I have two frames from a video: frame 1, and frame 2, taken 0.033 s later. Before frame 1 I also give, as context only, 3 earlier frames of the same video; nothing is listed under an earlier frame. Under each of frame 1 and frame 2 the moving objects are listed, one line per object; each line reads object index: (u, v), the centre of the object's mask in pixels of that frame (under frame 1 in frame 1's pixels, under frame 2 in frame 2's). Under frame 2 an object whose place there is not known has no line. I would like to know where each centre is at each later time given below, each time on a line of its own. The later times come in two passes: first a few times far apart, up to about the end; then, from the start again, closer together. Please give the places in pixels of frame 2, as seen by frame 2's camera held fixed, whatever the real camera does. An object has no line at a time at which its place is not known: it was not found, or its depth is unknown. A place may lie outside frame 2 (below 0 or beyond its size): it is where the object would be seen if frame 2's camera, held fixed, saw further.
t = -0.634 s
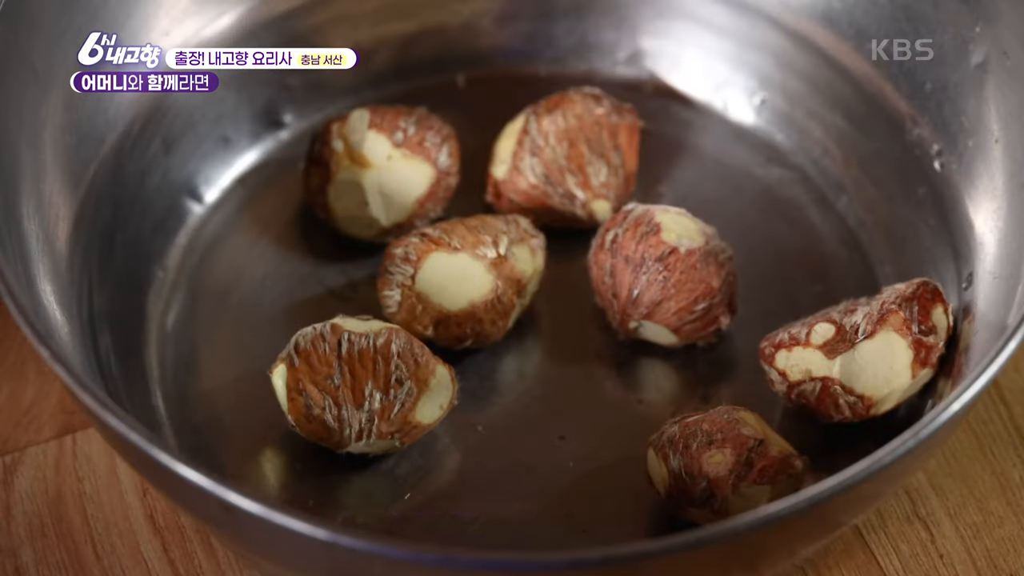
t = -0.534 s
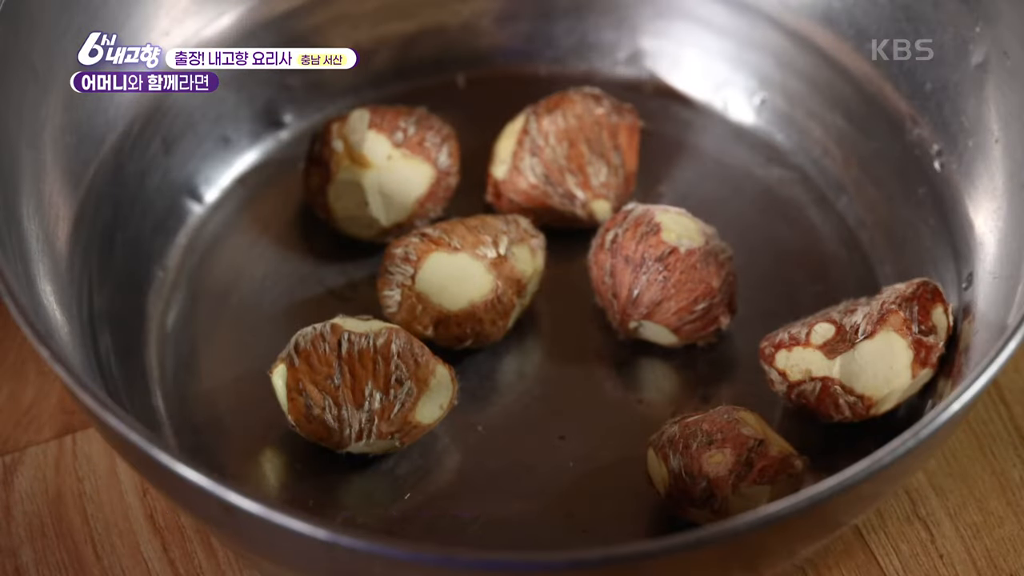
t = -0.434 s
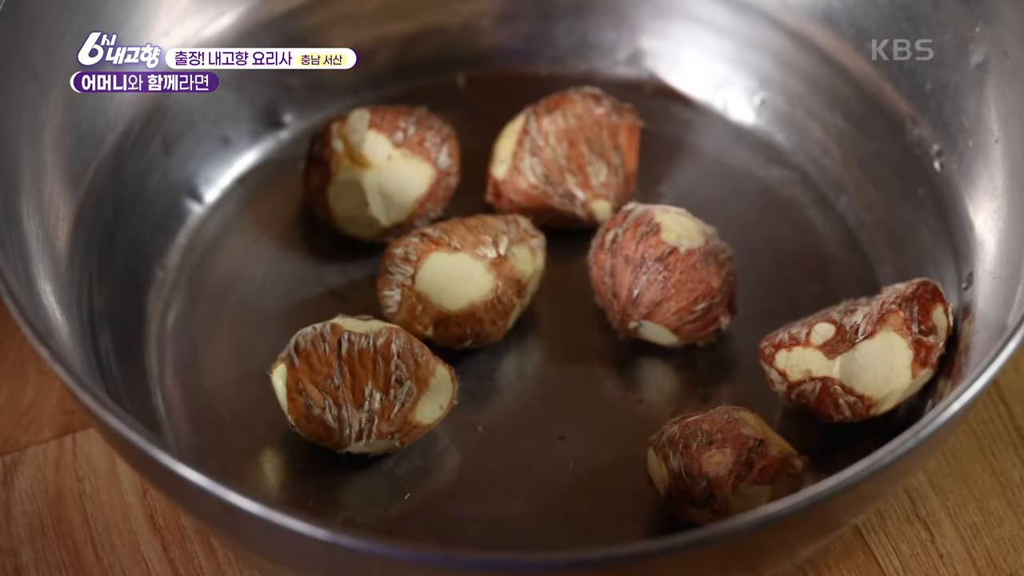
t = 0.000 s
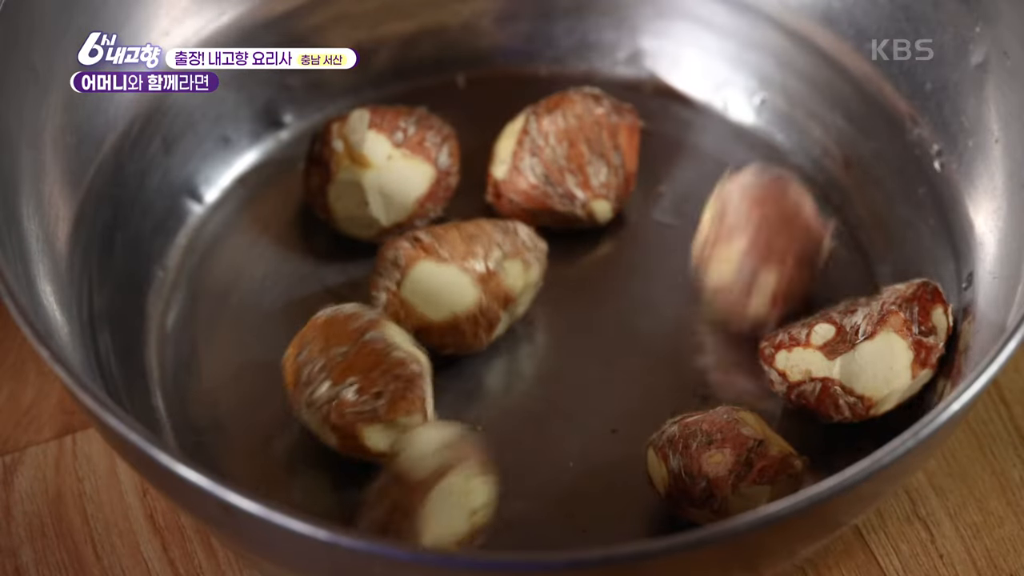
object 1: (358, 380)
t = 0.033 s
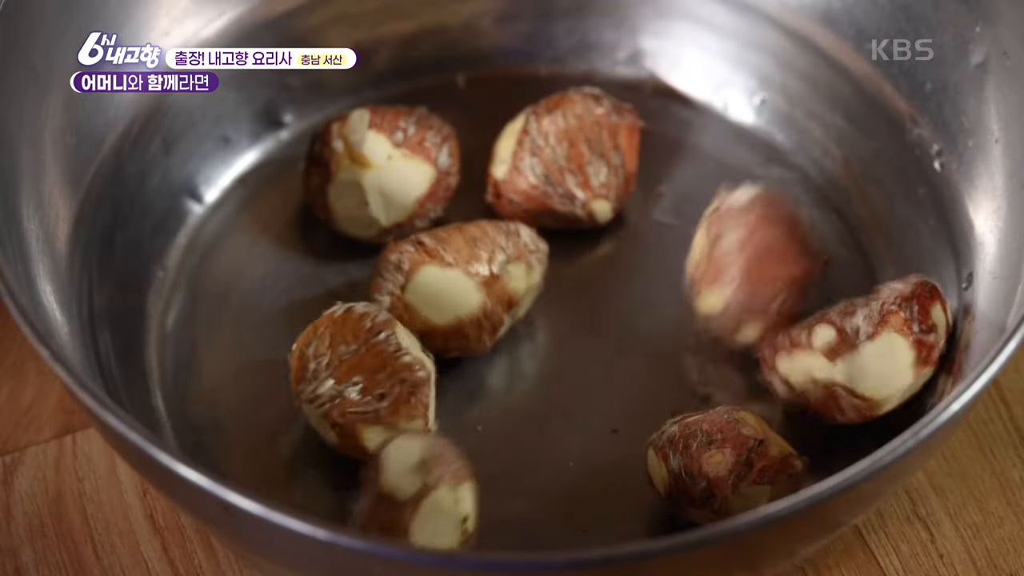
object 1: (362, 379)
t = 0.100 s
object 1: (355, 381)
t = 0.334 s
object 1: (355, 385)
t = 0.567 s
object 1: (355, 389)
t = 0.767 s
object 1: (353, 390)
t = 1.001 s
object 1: (353, 390)
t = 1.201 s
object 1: (353, 390)
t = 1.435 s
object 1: (354, 390)
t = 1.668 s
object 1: (354, 390)
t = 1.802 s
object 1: (354, 390)
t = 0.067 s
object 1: (360, 379)
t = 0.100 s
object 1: (355, 381)
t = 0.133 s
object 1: (350, 385)
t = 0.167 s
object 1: (348, 388)
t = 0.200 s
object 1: (348, 387)
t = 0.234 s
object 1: (350, 382)
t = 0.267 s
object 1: (354, 385)
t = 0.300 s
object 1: (356, 387)
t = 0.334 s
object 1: (355, 385)
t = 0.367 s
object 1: (357, 388)
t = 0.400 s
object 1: (355, 388)
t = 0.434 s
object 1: (355, 390)
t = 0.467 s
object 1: (353, 390)
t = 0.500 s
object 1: (354, 390)
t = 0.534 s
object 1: (355, 389)
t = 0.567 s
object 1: (355, 389)
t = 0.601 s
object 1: (353, 390)
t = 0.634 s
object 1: (353, 390)
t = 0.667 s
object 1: (353, 390)
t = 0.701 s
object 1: (353, 390)
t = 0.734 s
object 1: (353, 390)
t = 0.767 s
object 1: (353, 390)
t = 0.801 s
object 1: (353, 390)
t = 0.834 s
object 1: (353, 390)
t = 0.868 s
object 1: (353, 390)
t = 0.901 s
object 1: (353, 390)
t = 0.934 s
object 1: (353, 390)
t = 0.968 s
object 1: (353, 390)
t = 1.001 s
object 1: (353, 390)
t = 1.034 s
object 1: (353, 390)
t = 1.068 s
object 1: (353, 390)
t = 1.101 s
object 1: (353, 390)
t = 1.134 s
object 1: (353, 390)
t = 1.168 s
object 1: (353, 390)
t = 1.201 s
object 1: (353, 390)
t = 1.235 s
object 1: (353, 390)
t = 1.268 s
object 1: (353, 390)
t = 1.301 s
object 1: (353, 390)
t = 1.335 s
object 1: (353, 390)
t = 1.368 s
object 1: (353, 390)
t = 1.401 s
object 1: (354, 390)
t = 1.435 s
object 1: (354, 390)
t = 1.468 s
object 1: (354, 390)
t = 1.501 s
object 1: (353, 390)
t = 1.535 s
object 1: (354, 390)
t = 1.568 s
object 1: (353, 390)
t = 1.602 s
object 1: (354, 390)
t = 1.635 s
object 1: (354, 390)
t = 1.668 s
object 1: (354, 390)
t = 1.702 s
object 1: (353, 390)
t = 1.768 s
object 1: (354, 390)
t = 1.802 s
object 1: (354, 390)
